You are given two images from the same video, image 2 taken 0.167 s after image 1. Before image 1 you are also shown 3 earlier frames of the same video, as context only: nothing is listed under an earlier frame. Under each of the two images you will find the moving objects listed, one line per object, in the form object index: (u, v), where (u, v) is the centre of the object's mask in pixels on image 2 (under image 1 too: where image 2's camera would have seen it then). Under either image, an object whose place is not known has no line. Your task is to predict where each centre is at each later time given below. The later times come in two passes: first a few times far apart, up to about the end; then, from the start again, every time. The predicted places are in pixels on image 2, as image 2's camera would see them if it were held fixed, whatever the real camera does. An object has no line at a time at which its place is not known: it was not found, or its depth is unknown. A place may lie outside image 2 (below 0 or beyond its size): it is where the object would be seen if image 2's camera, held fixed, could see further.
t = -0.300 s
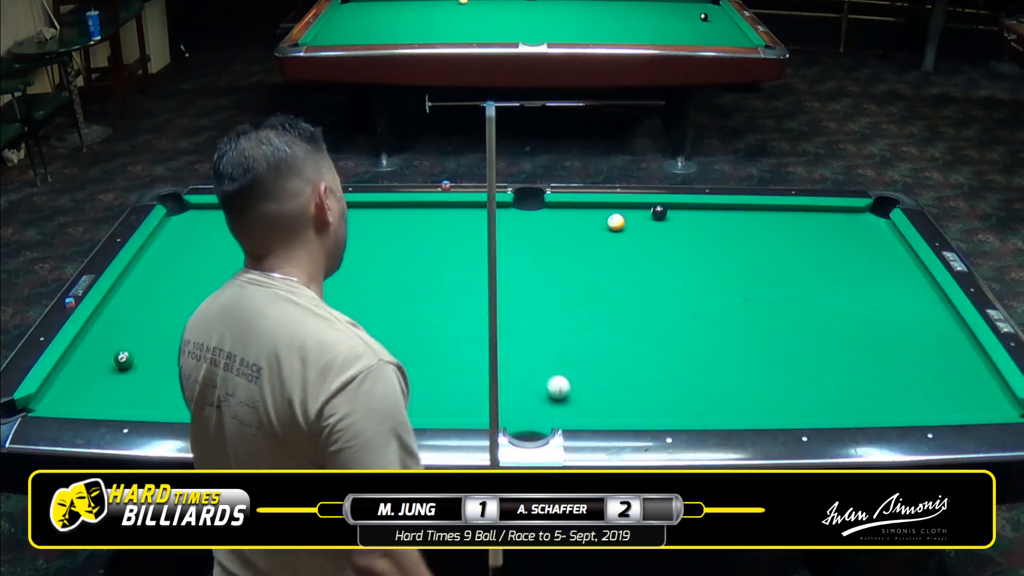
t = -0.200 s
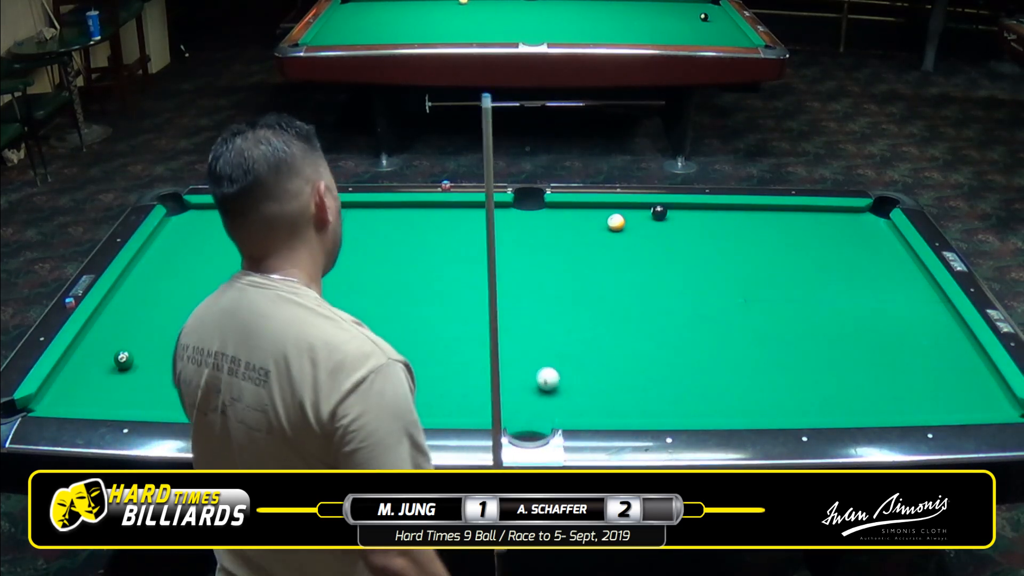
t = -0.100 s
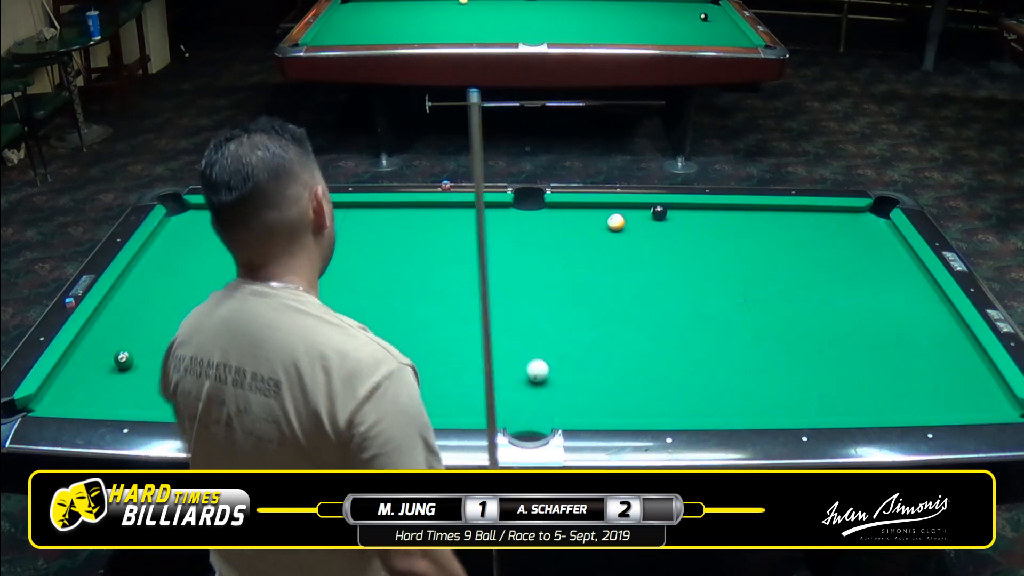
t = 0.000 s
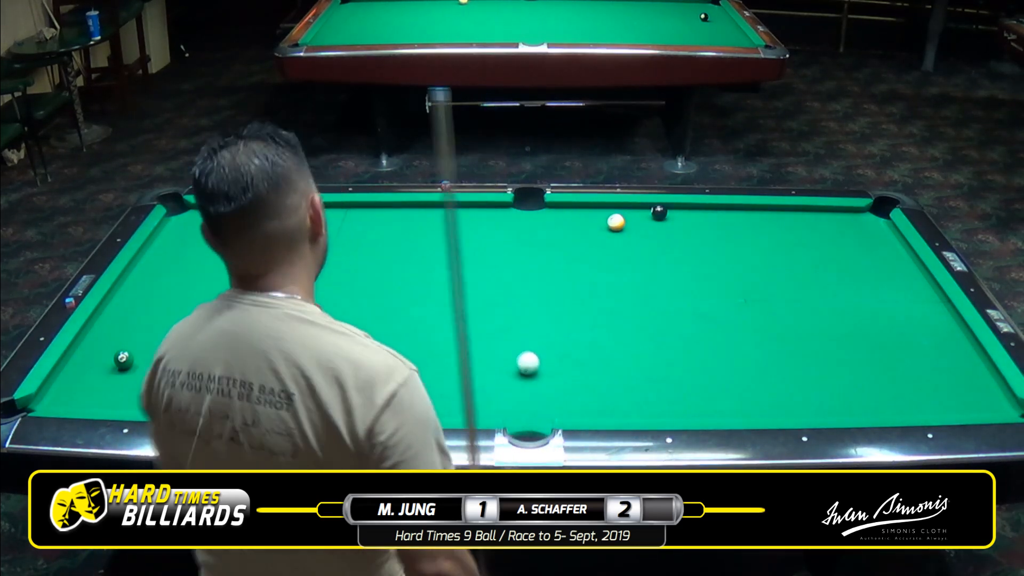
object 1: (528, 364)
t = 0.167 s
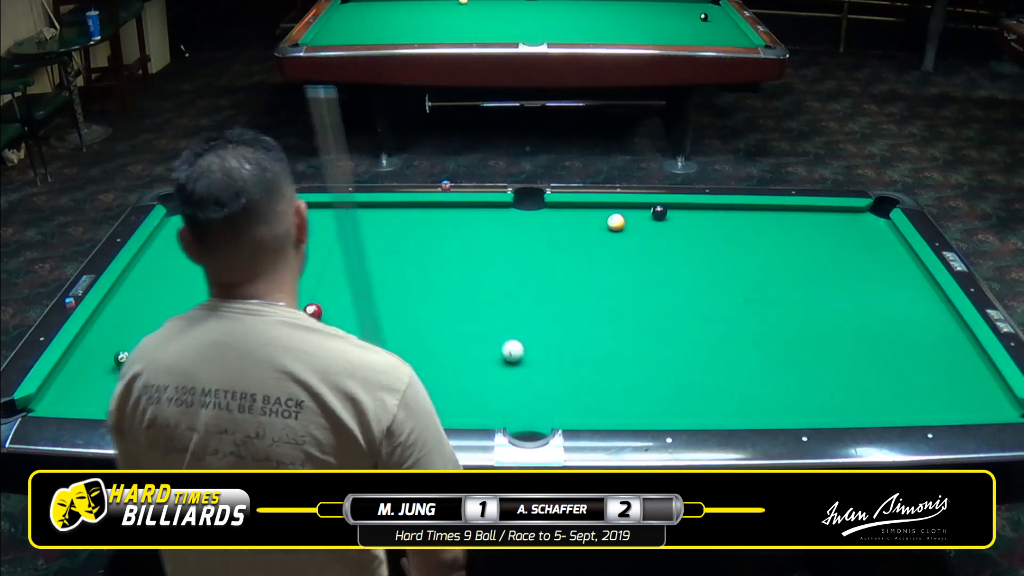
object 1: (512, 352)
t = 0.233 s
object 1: (507, 347)
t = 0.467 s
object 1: (488, 332)
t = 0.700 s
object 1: (470, 318)
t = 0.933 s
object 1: (455, 306)
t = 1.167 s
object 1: (441, 295)
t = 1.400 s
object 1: (428, 284)
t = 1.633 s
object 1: (417, 275)
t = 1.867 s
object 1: (407, 267)
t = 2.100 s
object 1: (398, 259)
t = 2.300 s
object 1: (391, 254)
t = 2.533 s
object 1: (384, 248)
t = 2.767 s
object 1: (377, 242)
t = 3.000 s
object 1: (370, 237)
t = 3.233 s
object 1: (365, 233)
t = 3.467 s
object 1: (360, 229)
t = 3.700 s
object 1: (356, 226)
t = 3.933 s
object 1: (352, 224)
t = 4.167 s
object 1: (349, 222)
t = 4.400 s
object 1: (347, 220)
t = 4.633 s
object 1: (346, 219)
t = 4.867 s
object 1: (345, 218)
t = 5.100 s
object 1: (345, 218)
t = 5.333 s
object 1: (345, 218)
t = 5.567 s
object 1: (345, 218)
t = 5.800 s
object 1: (345, 218)
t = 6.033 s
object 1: (345, 218)
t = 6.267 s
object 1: (345, 218)
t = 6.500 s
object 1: (345, 218)
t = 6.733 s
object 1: (345, 218)
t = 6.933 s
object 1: (345, 218)
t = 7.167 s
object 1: (345, 218)
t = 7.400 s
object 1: (345, 218)
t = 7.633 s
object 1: (345, 218)
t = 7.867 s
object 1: (345, 218)
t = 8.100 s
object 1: (345, 218)
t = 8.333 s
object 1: (345, 218)
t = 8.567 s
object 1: (345, 218)
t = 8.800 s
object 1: (345, 218)
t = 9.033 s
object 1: (345, 218)
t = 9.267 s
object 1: (345, 218)
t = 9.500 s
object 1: (345, 218)
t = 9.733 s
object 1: (345, 218)
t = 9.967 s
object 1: (345, 218)
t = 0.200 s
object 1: (510, 349)
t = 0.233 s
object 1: (507, 347)
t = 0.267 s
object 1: (504, 345)
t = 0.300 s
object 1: (501, 343)
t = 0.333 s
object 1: (498, 340)
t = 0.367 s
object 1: (496, 338)
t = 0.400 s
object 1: (493, 336)
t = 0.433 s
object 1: (490, 334)
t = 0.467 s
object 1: (488, 332)
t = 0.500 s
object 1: (485, 330)
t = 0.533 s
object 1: (483, 328)
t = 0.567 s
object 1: (480, 326)
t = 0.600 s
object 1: (478, 324)
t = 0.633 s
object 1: (475, 322)
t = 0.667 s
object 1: (473, 320)
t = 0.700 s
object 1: (470, 318)
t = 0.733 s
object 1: (468, 316)
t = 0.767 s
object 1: (466, 314)
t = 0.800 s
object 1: (463, 313)
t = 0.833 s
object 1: (461, 311)
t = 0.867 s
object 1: (459, 309)
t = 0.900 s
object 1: (457, 308)
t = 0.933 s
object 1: (455, 306)
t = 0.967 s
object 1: (453, 304)
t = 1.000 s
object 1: (451, 303)
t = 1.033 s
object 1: (449, 301)
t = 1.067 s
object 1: (447, 299)
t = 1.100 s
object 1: (445, 298)
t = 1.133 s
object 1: (443, 296)
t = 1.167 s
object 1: (441, 295)
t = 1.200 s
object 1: (439, 293)
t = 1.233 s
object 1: (437, 292)
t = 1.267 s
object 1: (435, 290)
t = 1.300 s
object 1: (434, 289)
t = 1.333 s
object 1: (432, 287)
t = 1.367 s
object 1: (430, 286)
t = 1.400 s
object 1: (428, 284)
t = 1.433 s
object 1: (427, 283)
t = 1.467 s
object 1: (425, 282)
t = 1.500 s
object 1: (424, 280)
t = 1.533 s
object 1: (422, 279)
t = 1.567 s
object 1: (420, 278)
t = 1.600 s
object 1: (419, 277)
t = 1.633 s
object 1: (417, 275)
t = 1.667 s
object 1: (416, 274)
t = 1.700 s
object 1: (414, 273)
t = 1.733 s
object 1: (413, 272)
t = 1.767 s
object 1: (411, 270)
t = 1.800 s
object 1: (410, 269)
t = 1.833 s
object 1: (409, 268)
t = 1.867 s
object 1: (407, 267)
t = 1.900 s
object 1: (406, 266)
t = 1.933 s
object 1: (405, 265)
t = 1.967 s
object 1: (403, 264)
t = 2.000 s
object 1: (402, 263)
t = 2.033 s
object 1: (401, 262)
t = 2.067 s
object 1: (400, 261)
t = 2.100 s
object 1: (398, 259)
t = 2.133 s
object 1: (397, 258)
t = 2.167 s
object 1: (396, 258)
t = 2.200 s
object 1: (395, 257)
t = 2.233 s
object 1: (394, 256)
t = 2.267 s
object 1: (393, 255)
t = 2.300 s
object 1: (391, 254)
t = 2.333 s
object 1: (390, 253)
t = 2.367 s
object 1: (389, 252)
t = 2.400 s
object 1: (388, 251)
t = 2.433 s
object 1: (387, 250)
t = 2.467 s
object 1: (386, 249)
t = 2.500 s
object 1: (385, 249)
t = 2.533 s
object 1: (384, 248)
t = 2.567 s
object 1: (383, 247)
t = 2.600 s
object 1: (382, 246)
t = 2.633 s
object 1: (381, 245)
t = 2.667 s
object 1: (380, 244)
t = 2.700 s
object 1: (379, 244)
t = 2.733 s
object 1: (378, 243)
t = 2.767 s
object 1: (377, 242)
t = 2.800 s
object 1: (376, 241)
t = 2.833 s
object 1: (375, 241)
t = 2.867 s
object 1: (374, 240)
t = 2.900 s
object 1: (373, 239)
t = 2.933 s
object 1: (372, 239)
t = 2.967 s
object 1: (371, 238)
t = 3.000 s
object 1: (370, 237)
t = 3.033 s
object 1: (370, 237)
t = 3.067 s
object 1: (369, 236)
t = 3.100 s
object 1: (368, 235)
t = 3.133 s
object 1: (367, 235)
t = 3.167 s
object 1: (366, 234)
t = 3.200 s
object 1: (365, 234)
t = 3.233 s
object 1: (365, 233)
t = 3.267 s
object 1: (364, 233)
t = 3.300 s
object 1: (363, 232)
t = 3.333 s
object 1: (363, 232)
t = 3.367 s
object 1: (362, 231)
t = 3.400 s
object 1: (361, 230)
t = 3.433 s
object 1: (360, 230)
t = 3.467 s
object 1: (360, 229)
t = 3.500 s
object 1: (359, 229)
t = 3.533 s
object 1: (359, 228)
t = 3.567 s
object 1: (358, 228)
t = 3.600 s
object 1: (357, 228)
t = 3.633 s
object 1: (357, 227)
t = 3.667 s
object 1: (356, 227)
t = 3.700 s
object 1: (356, 226)
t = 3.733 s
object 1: (355, 226)
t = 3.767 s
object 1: (355, 226)
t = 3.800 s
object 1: (354, 225)
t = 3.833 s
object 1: (354, 225)
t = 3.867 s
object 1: (353, 224)
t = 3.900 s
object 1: (353, 224)
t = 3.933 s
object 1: (352, 224)
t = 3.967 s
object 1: (352, 223)
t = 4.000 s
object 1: (351, 223)
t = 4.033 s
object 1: (351, 223)
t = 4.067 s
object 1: (350, 223)
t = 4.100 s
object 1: (350, 222)
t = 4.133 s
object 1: (350, 222)
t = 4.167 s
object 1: (349, 222)
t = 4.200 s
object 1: (349, 222)
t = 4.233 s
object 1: (349, 221)
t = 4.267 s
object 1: (348, 221)
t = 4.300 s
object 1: (348, 221)
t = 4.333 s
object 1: (348, 221)
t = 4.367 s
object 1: (347, 220)
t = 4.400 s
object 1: (347, 220)
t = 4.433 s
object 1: (347, 220)
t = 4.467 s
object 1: (347, 220)
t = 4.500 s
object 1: (347, 220)
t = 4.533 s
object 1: (346, 219)
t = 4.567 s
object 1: (346, 219)
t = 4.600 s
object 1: (346, 219)
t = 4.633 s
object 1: (346, 219)
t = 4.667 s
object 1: (346, 219)
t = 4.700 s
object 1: (346, 219)
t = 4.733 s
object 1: (346, 219)
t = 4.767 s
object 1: (346, 218)
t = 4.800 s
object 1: (346, 218)
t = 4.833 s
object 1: (346, 218)
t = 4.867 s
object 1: (345, 218)
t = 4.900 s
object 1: (345, 218)
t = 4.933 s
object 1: (345, 218)
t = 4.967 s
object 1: (345, 218)
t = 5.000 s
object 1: (345, 218)
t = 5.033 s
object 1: (345, 218)
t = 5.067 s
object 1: (345, 218)
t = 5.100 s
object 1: (345, 218)
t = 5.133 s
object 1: (345, 218)
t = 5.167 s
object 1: (345, 218)
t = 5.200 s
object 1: (345, 218)
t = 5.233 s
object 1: (345, 218)
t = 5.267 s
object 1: (345, 218)
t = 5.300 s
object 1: (345, 218)
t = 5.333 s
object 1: (345, 218)
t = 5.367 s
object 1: (345, 218)
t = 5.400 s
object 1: (345, 218)
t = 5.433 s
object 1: (345, 218)
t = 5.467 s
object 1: (345, 218)
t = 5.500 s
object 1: (345, 218)
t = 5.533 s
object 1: (345, 218)
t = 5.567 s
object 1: (345, 218)
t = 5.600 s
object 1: (345, 218)
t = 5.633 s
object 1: (345, 218)
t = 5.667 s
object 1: (345, 218)
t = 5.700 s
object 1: (345, 218)
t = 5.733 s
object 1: (345, 218)
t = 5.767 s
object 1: (345, 218)
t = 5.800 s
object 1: (345, 218)
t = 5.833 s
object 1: (345, 218)
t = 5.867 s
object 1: (345, 218)
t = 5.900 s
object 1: (345, 218)
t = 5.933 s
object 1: (345, 218)
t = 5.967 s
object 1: (345, 218)
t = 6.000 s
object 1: (345, 218)
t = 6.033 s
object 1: (345, 218)
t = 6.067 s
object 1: (345, 218)
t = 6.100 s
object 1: (345, 218)
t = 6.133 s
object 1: (345, 218)
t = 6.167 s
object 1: (345, 218)
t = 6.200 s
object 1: (345, 218)
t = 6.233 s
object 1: (345, 218)
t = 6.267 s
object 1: (345, 218)
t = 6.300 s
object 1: (345, 218)
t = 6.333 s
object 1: (345, 218)
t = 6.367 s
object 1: (345, 218)
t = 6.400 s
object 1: (345, 218)
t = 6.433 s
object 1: (345, 218)
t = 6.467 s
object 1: (345, 218)
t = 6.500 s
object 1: (345, 218)
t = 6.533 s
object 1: (345, 218)
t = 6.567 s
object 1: (345, 218)
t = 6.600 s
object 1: (345, 218)
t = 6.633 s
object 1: (345, 218)
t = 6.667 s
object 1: (345, 218)
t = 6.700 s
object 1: (345, 218)
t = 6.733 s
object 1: (345, 218)
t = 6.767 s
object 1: (345, 218)
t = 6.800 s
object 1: (345, 218)
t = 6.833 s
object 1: (345, 218)
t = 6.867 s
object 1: (345, 218)
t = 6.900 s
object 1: (345, 218)
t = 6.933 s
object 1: (345, 218)
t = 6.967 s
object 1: (345, 218)
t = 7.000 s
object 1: (345, 218)
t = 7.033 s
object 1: (345, 218)
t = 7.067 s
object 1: (345, 218)
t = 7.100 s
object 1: (345, 218)
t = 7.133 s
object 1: (345, 218)
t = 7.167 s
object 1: (345, 218)
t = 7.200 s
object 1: (345, 218)
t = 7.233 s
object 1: (345, 218)
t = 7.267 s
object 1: (345, 218)
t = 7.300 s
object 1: (345, 218)
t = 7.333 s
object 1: (345, 218)
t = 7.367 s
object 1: (345, 218)
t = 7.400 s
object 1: (345, 218)
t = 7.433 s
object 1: (345, 218)
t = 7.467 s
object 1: (345, 218)
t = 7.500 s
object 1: (345, 218)
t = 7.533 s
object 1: (345, 218)
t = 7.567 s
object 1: (345, 218)
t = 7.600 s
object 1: (345, 218)
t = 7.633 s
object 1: (345, 218)
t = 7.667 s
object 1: (345, 218)
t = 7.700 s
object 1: (345, 218)
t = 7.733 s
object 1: (345, 218)
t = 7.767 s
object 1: (345, 218)
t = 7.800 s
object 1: (345, 218)
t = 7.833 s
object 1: (345, 218)
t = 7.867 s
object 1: (345, 218)
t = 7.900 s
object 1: (345, 218)
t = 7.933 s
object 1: (345, 218)
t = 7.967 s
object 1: (345, 218)
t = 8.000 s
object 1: (345, 218)
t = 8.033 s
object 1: (345, 218)
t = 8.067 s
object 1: (345, 218)
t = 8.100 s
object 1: (345, 218)
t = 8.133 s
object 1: (345, 218)
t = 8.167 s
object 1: (345, 218)
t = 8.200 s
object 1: (345, 218)
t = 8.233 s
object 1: (345, 218)
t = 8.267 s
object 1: (345, 218)
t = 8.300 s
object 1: (345, 218)
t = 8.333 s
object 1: (345, 218)
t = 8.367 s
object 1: (345, 218)
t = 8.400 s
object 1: (345, 218)
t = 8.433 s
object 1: (345, 218)
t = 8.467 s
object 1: (345, 218)
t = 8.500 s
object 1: (345, 218)
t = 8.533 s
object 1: (345, 218)
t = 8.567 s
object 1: (345, 218)
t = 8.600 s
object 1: (345, 218)
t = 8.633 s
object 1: (345, 218)
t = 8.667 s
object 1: (345, 218)
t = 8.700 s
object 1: (345, 218)
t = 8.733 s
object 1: (345, 218)
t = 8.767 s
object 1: (345, 218)
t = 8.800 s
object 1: (345, 218)
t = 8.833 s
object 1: (345, 218)
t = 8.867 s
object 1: (345, 218)
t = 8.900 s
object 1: (345, 218)
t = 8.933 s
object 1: (345, 218)
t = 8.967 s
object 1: (345, 218)
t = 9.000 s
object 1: (345, 218)
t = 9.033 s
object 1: (345, 218)
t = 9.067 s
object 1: (345, 218)
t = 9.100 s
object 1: (345, 218)
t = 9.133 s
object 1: (345, 218)
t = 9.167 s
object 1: (345, 218)
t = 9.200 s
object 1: (345, 218)
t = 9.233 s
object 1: (345, 218)
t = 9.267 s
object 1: (345, 218)
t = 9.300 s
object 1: (345, 218)
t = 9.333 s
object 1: (345, 218)
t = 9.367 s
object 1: (345, 218)
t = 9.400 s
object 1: (345, 218)
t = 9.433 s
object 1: (345, 218)
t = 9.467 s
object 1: (345, 218)
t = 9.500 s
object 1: (345, 218)
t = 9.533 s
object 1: (345, 218)
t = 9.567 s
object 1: (345, 218)
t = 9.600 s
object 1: (345, 218)
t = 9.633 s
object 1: (345, 218)
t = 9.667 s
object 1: (345, 218)
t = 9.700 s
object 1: (345, 218)
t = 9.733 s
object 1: (345, 218)
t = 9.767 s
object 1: (345, 218)
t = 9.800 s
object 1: (345, 218)
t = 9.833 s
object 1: (345, 218)
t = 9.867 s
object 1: (345, 218)
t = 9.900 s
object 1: (345, 218)
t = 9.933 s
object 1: (345, 218)
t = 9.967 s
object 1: (345, 218)
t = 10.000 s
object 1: (345, 218)
